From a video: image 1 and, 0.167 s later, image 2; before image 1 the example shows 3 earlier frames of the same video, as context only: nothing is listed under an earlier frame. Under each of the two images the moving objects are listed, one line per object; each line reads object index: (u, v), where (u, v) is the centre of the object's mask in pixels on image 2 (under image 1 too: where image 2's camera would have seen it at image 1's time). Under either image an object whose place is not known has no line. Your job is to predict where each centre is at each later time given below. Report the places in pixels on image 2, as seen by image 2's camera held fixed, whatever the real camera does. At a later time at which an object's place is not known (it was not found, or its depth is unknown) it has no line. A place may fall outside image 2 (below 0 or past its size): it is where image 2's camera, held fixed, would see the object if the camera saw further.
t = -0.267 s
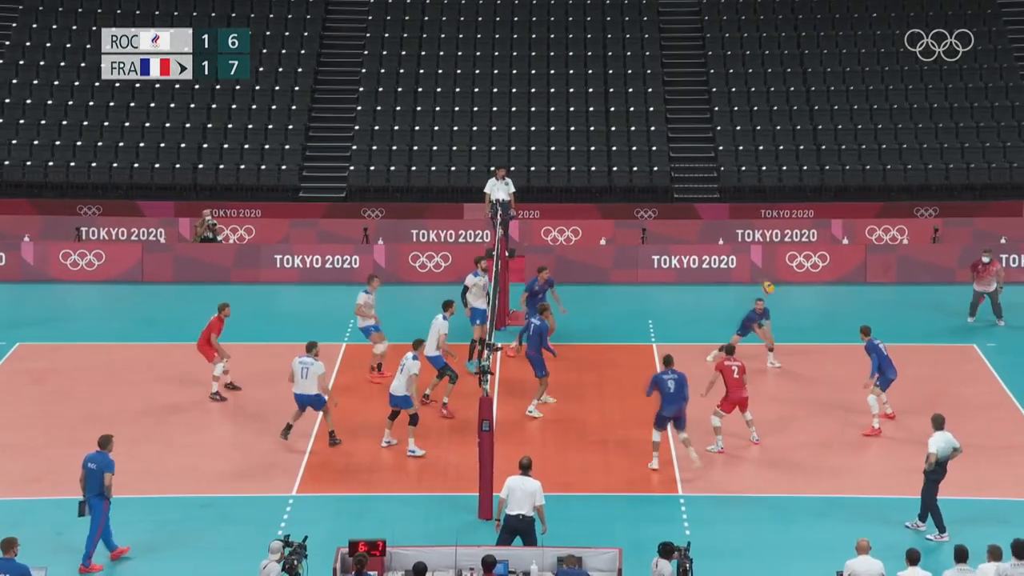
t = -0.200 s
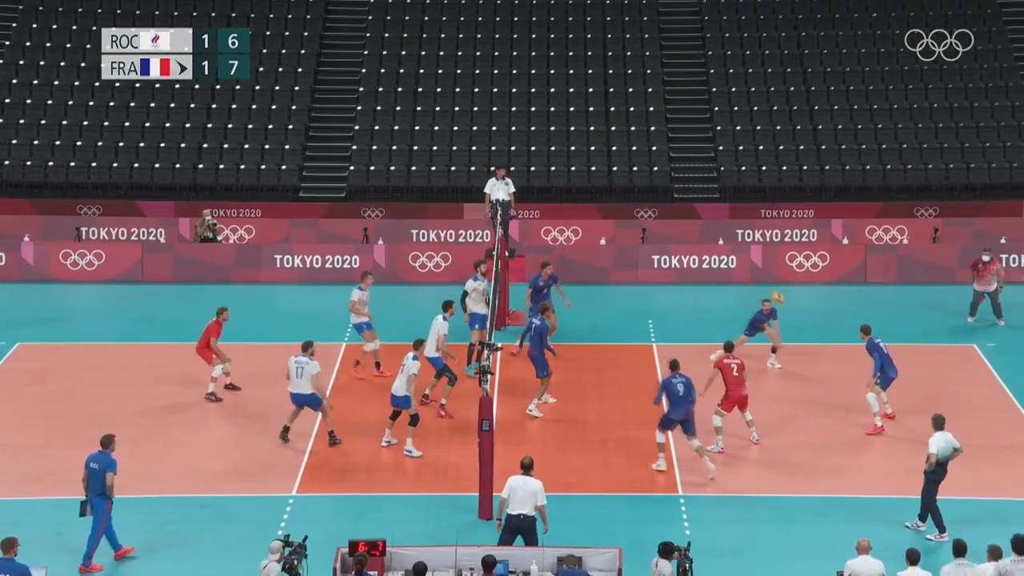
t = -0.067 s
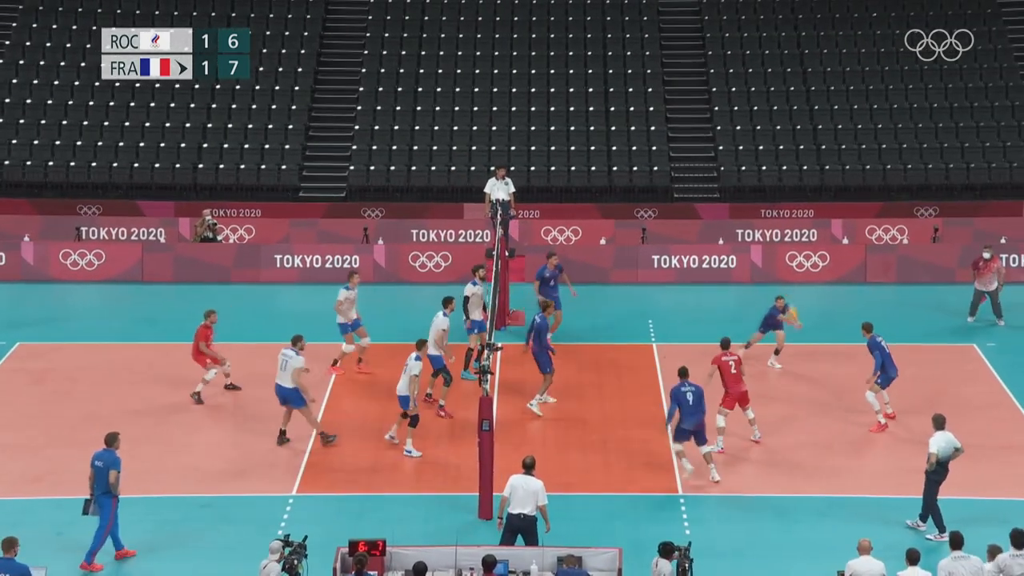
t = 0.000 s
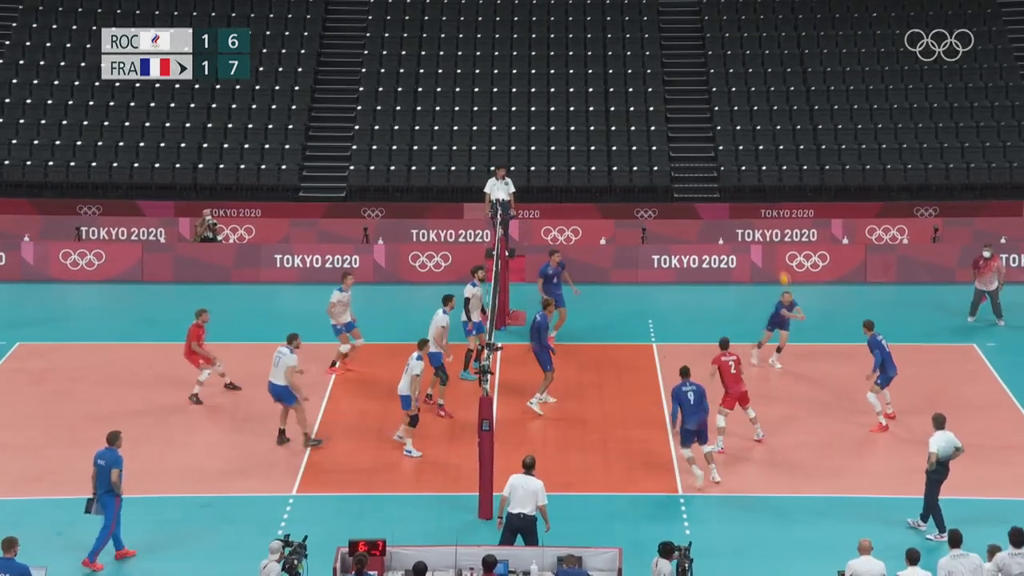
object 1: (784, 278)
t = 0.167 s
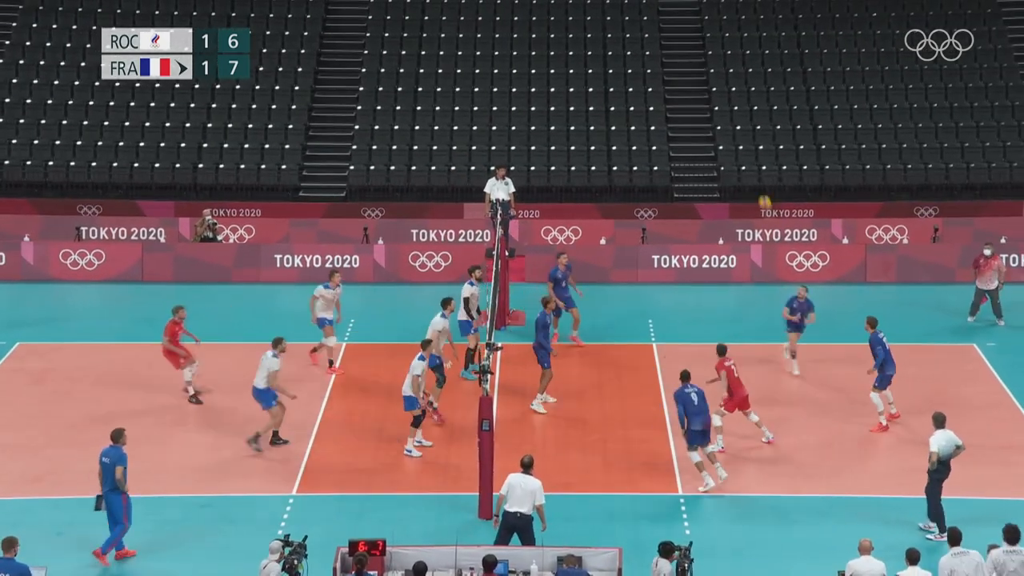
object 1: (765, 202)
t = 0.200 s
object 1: (761, 190)
